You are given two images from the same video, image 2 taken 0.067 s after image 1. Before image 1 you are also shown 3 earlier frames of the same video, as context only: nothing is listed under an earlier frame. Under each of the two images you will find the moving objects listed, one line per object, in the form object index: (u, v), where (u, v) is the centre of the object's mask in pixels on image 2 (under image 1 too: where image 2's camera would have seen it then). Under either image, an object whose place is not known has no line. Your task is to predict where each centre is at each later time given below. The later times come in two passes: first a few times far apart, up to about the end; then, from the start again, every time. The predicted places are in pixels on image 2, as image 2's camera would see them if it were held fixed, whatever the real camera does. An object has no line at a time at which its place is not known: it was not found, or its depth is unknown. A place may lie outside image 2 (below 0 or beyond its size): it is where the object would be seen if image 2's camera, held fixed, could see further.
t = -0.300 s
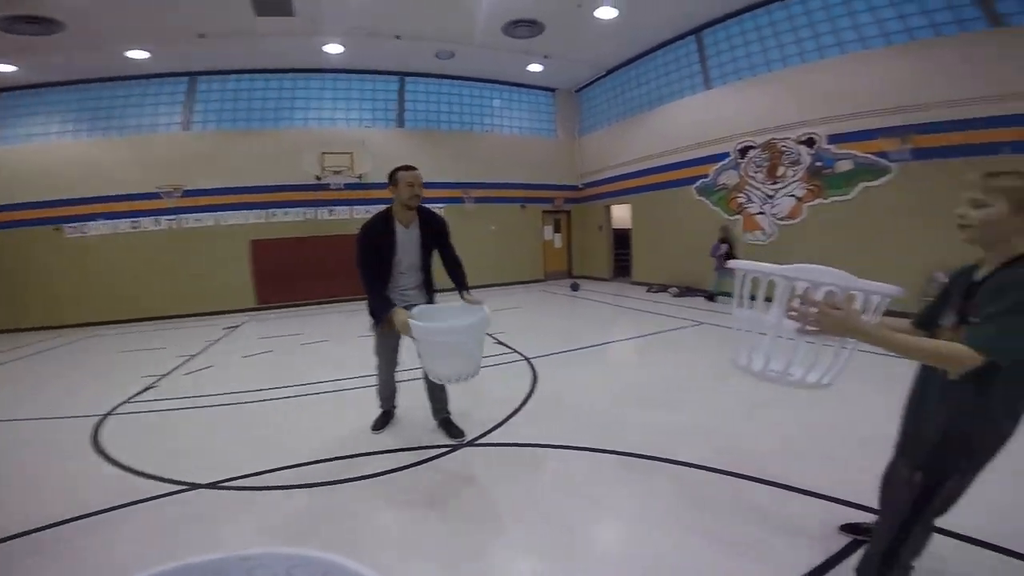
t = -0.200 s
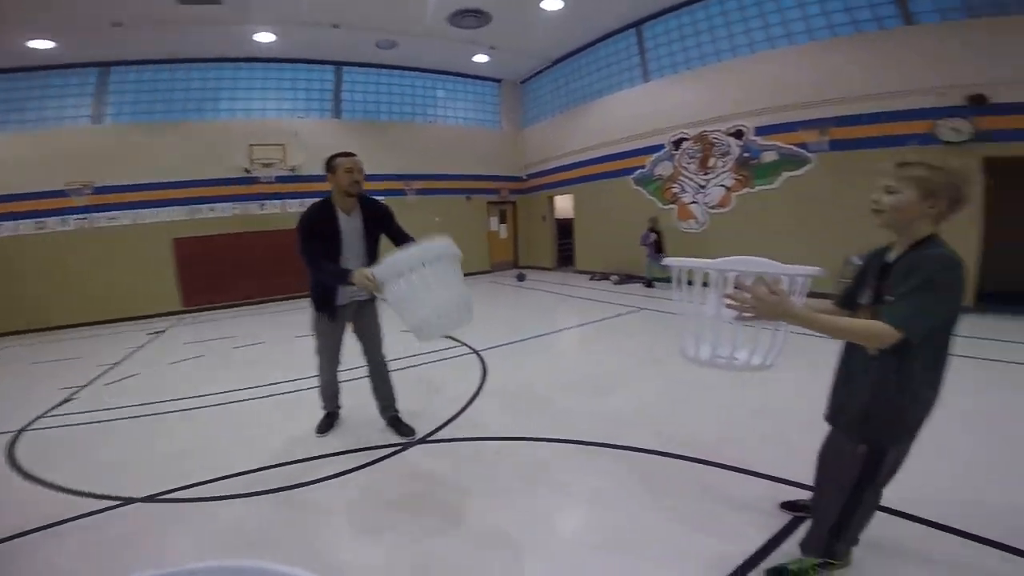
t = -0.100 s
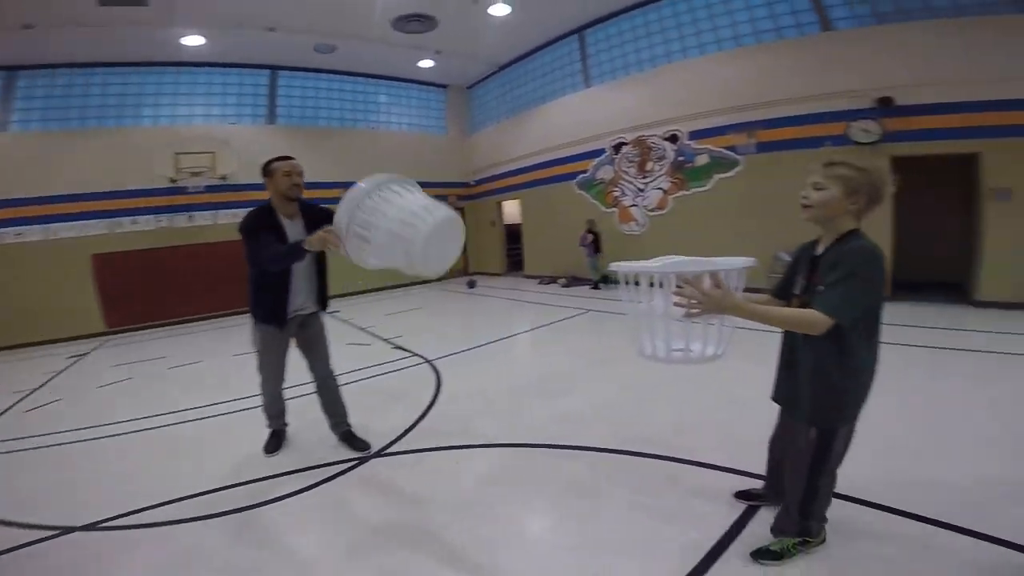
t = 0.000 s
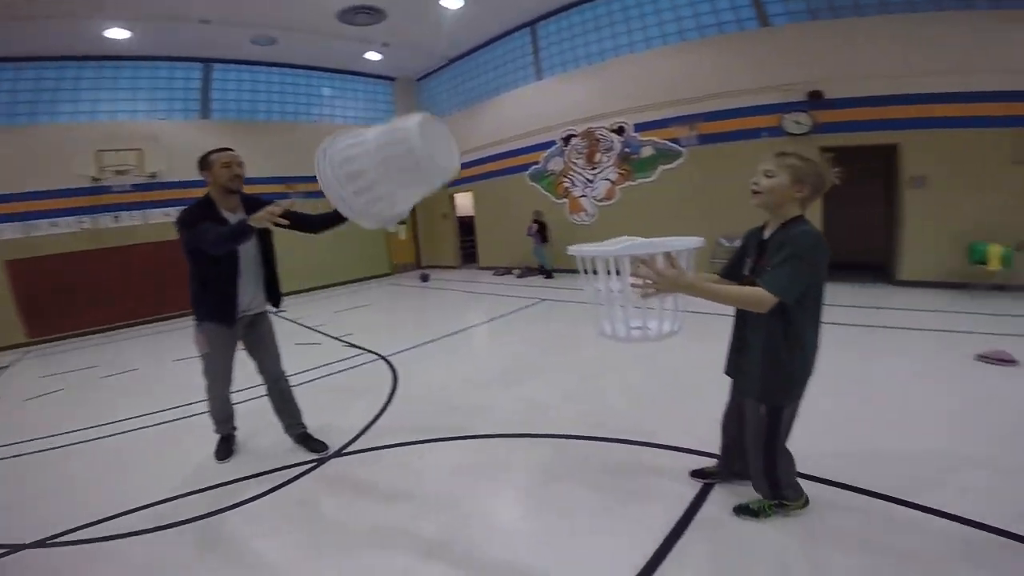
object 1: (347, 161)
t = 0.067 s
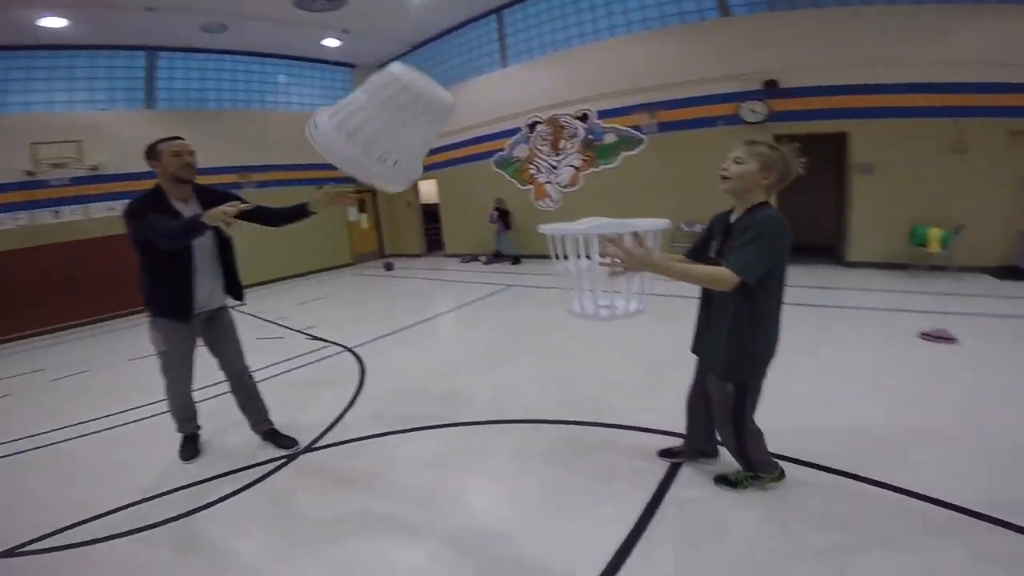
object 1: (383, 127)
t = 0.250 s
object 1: (501, 92)
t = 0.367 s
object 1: (580, 121)
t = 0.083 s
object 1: (393, 120)
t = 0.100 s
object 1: (404, 114)
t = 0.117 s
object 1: (415, 107)
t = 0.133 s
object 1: (426, 101)
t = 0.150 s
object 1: (437, 97)
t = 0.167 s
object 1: (448, 93)
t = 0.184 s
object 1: (458, 91)
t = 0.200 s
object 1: (469, 90)
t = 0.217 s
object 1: (480, 91)
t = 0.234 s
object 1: (492, 90)
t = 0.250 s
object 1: (501, 92)
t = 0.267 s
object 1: (513, 94)
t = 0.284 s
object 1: (523, 96)
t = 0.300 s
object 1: (534, 99)
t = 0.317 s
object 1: (544, 102)
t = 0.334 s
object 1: (555, 106)
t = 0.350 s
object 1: (567, 113)
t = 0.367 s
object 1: (580, 121)
